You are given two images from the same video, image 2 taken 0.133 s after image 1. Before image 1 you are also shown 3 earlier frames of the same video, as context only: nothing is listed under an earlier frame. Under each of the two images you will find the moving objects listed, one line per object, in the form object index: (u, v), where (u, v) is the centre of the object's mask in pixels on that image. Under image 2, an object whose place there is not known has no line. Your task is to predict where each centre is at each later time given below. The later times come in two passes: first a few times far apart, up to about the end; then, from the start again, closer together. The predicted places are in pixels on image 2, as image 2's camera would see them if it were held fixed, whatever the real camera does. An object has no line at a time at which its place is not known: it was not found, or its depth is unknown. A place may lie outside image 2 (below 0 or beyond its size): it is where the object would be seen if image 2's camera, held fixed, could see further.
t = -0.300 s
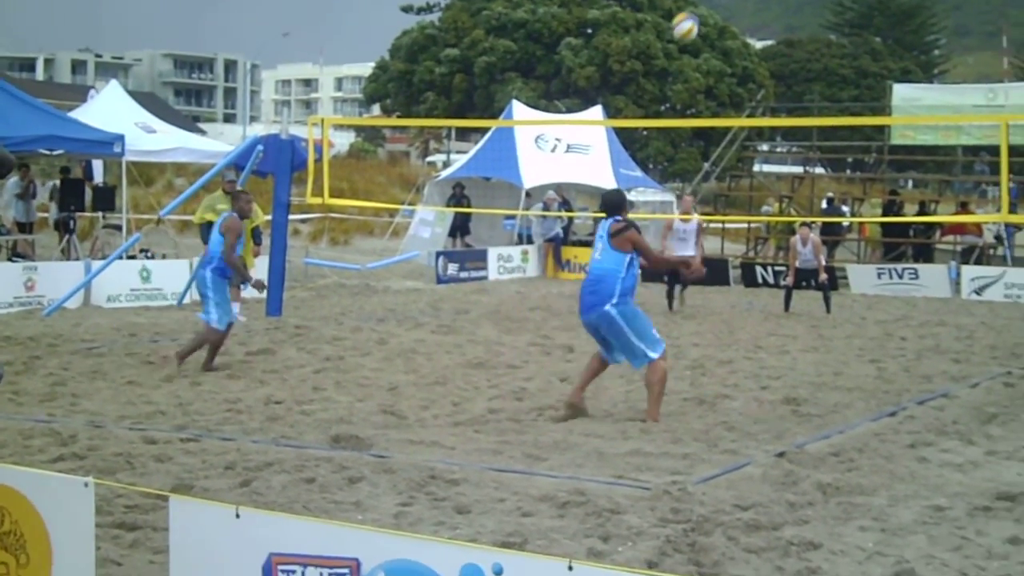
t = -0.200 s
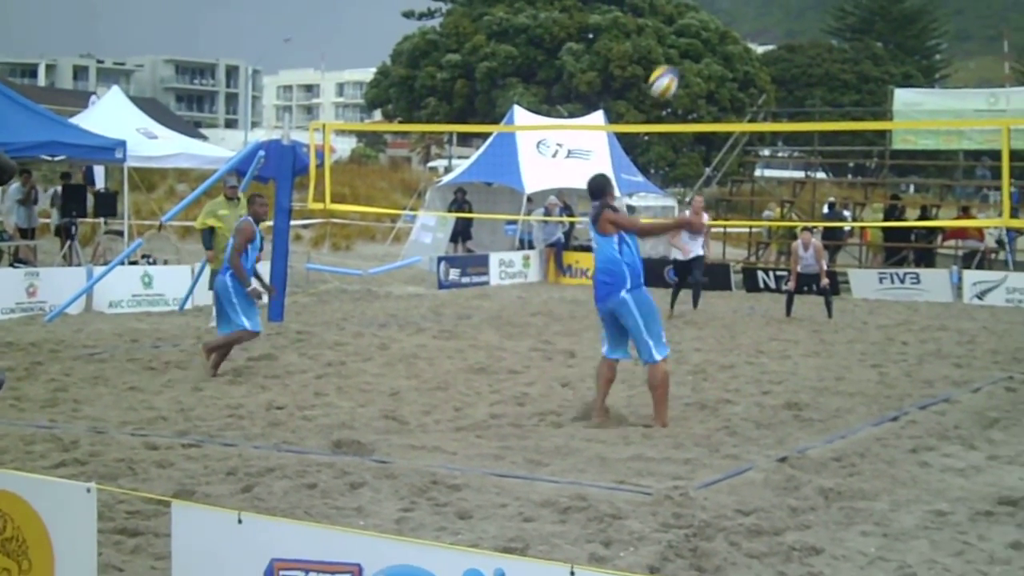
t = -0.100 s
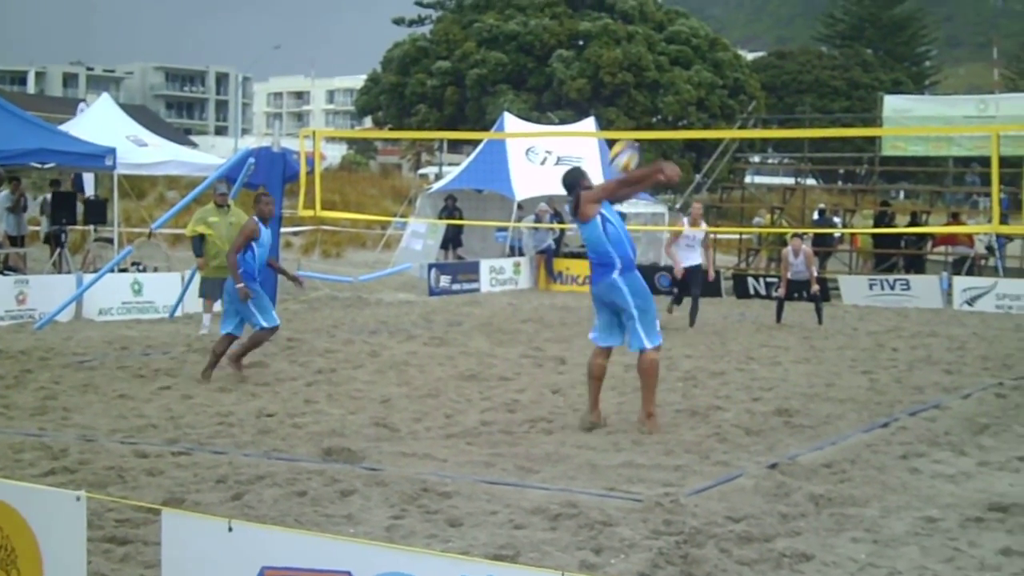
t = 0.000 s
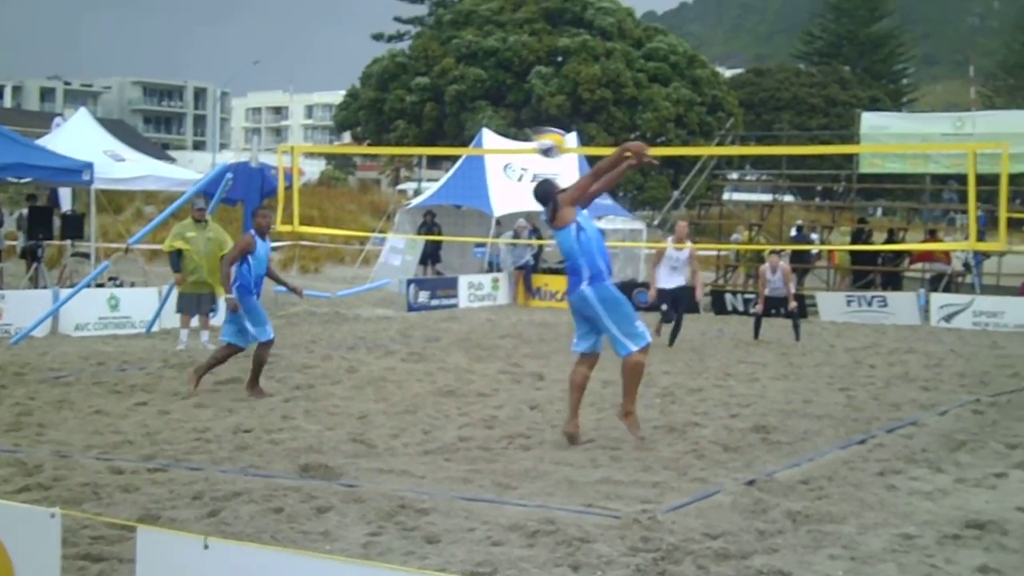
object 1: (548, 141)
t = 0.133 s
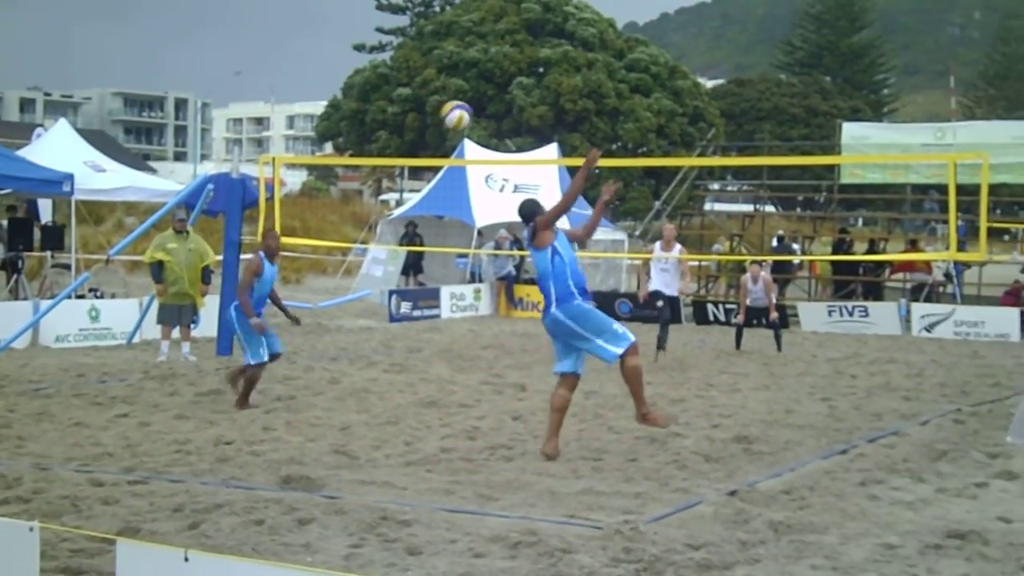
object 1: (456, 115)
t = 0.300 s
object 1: (375, 100)
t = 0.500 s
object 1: (285, 130)
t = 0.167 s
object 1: (440, 109)
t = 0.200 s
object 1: (424, 105)
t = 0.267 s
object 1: (391, 101)
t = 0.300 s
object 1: (375, 100)
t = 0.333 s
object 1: (359, 103)
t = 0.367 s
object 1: (344, 106)
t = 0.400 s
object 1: (329, 111)
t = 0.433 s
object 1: (315, 116)
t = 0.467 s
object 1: (298, 123)
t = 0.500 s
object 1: (285, 130)
